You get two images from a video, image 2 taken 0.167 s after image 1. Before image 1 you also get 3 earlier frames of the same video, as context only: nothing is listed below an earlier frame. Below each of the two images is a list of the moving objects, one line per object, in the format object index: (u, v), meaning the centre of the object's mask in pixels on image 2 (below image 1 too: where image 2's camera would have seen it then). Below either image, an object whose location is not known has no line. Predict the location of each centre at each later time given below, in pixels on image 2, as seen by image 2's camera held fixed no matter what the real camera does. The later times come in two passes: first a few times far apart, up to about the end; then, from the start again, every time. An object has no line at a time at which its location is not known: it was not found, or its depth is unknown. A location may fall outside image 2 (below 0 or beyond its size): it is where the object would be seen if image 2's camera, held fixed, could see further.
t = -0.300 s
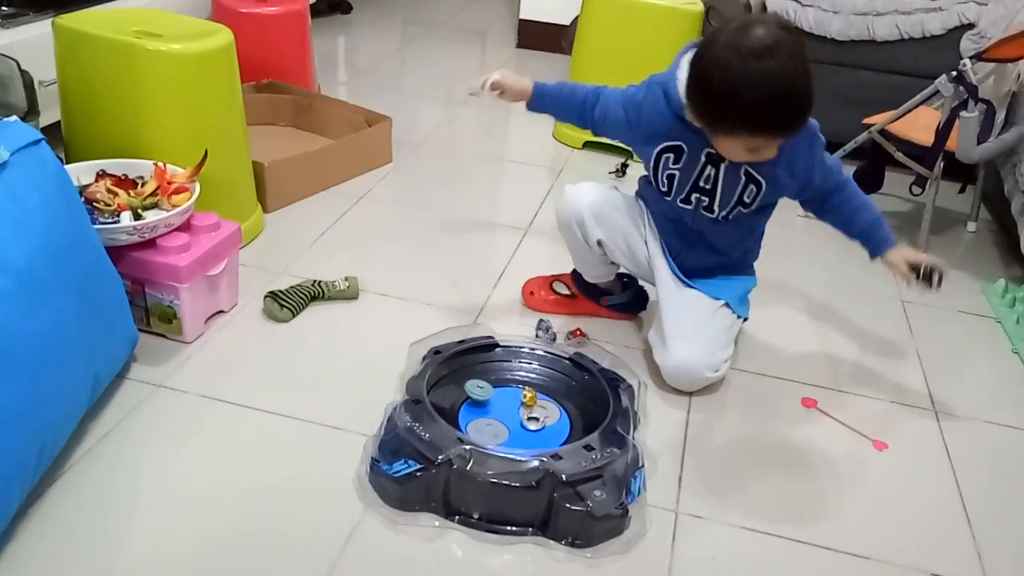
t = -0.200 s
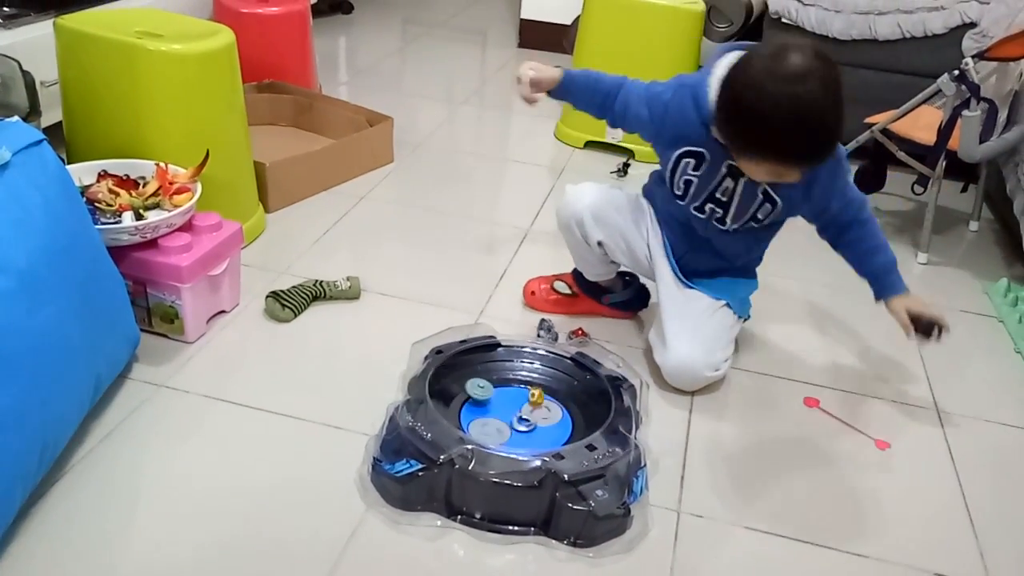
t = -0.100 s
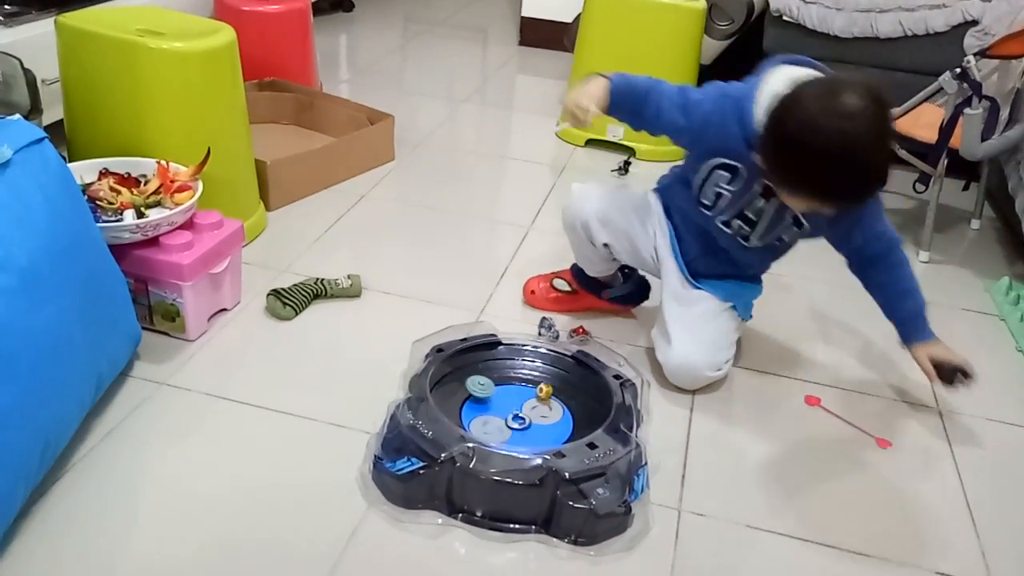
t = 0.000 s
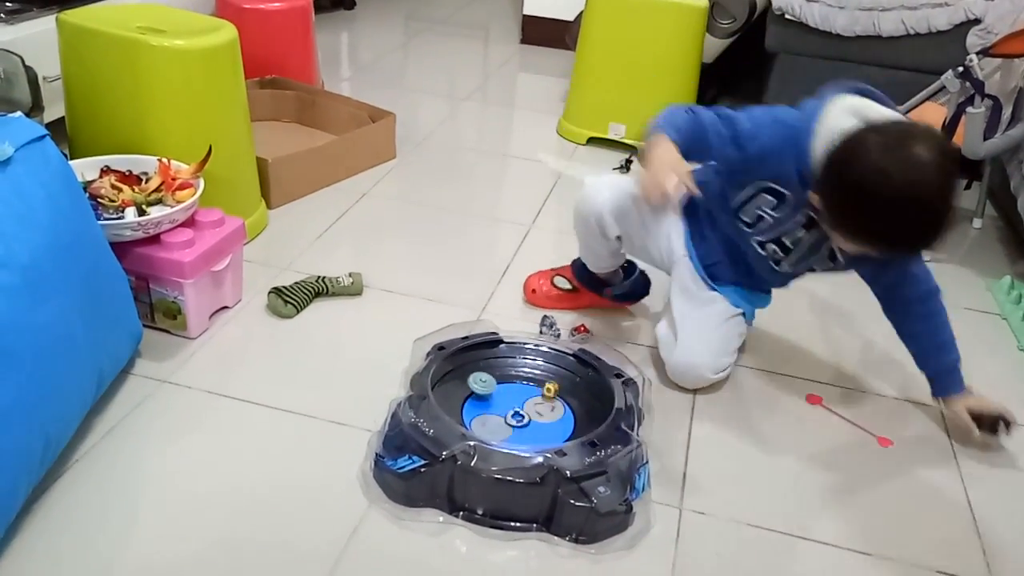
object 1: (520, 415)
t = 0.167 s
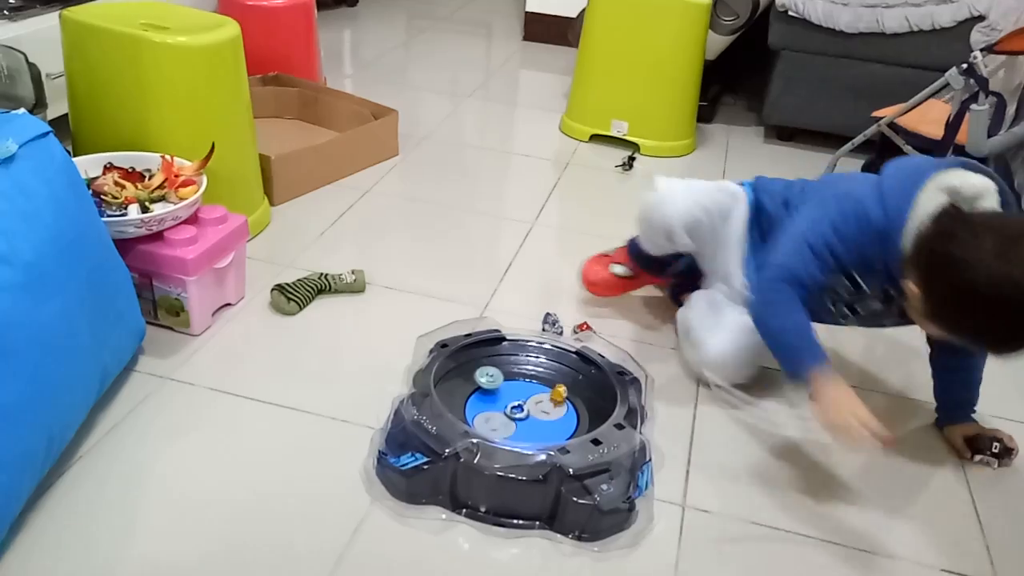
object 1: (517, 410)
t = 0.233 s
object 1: (517, 410)
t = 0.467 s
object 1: (517, 410)
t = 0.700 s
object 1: (516, 409)
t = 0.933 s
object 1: (514, 411)
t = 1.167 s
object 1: (505, 418)
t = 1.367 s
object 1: (493, 417)
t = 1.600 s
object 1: (476, 415)
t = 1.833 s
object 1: (479, 413)
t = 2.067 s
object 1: (478, 416)
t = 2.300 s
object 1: (482, 419)
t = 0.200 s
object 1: (517, 410)
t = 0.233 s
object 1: (517, 410)
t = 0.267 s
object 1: (517, 410)
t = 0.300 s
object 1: (517, 410)
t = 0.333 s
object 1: (517, 410)
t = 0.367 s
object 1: (517, 410)
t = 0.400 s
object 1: (517, 410)
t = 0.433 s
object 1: (517, 410)
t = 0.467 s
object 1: (517, 410)
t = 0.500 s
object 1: (517, 410)
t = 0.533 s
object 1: (517, 410)
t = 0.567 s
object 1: (517, 410)
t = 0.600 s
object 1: (516, 410)
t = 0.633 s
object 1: (516, 410)
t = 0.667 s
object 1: (516, 409)
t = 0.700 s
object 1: (516, 409)
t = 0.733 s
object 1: (516, 409)
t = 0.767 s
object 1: (515, 409)
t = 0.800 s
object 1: (515, 408)
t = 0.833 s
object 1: (514, 408)
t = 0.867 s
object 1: (515, 409)
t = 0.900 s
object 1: (513, 410)
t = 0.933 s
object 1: (514, 411)
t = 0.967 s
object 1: (514, 411)
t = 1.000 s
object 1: (511, 414)
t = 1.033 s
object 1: (509, 416)
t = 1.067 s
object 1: (509, 417)
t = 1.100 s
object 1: (507, 418)
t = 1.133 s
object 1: (506, 419)
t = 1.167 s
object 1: (505, 418)
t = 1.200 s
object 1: (505, 419)
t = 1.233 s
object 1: (503, 419)
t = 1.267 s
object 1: (501, 419)
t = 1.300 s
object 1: (499, 419)
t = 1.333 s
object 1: (496, 418)
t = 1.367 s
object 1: (493, 417)
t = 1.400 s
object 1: (490, 416)
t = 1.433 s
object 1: (488, 416)
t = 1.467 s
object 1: (485, 416)
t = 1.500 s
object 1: (483, 417)
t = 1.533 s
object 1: (483, 417)
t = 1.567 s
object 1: (482, 417)
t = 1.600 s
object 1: (476, 415)
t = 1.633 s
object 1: (473, 412)
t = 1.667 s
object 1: (477, 411)
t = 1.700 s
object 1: (479, 413)
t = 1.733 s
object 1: (479, 413)
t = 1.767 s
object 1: (480, 413)
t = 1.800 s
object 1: (479, 412)
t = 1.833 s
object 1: (479, 413)
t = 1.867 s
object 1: (479, 413)
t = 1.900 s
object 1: (478, 413)
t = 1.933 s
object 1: (478, 413)
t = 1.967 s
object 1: (477, 415)
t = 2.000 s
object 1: (477, 415)
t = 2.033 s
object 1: (477, 416)
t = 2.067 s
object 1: (478, 416)
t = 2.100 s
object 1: (478, 417)
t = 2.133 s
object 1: (479, 417)
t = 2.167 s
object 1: (480, 418)
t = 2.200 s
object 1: (480, 418)
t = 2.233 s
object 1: (480, 418)
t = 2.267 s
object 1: (480, 418)
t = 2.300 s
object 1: (482, 419)
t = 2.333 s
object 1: (484, 420)
